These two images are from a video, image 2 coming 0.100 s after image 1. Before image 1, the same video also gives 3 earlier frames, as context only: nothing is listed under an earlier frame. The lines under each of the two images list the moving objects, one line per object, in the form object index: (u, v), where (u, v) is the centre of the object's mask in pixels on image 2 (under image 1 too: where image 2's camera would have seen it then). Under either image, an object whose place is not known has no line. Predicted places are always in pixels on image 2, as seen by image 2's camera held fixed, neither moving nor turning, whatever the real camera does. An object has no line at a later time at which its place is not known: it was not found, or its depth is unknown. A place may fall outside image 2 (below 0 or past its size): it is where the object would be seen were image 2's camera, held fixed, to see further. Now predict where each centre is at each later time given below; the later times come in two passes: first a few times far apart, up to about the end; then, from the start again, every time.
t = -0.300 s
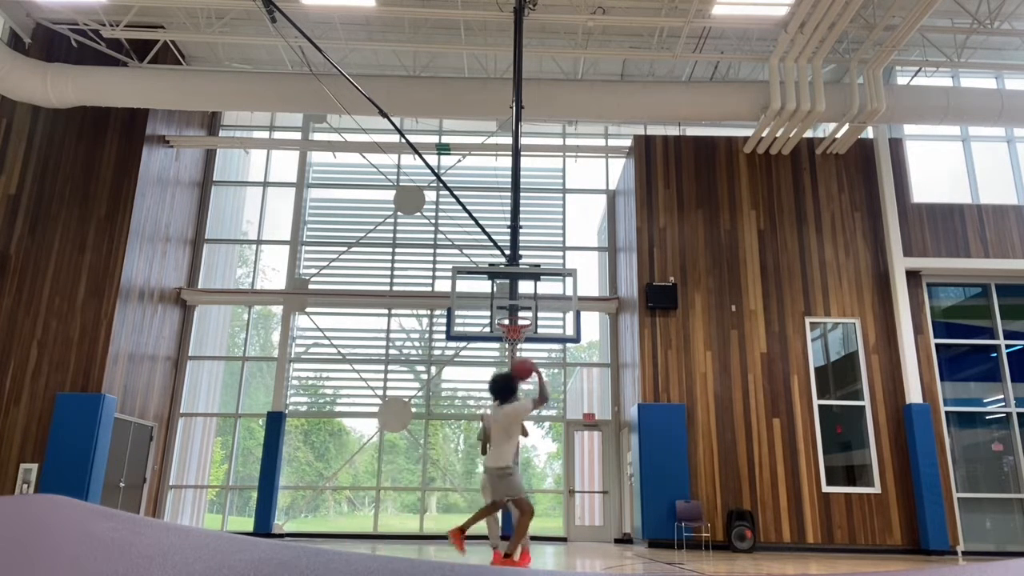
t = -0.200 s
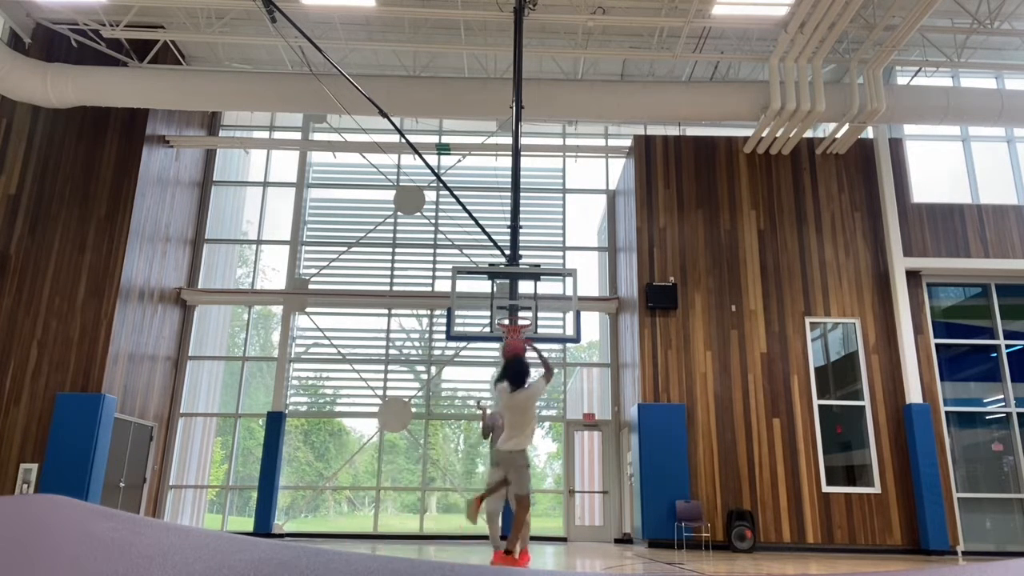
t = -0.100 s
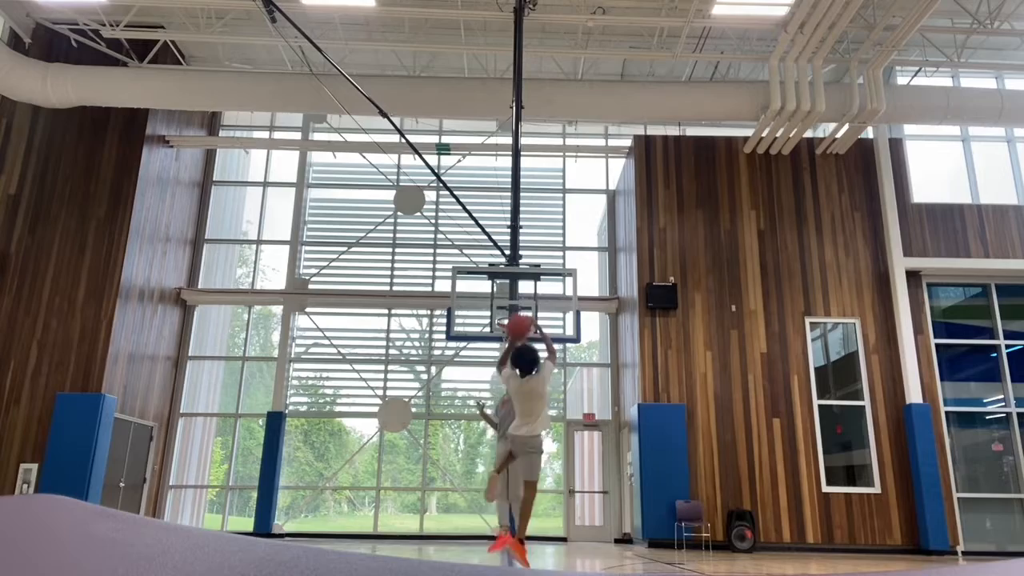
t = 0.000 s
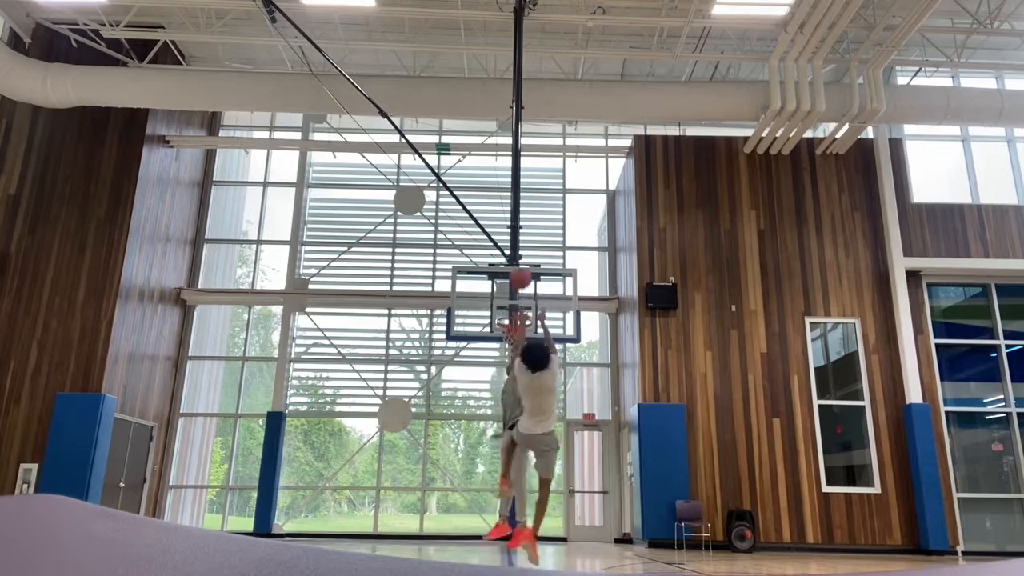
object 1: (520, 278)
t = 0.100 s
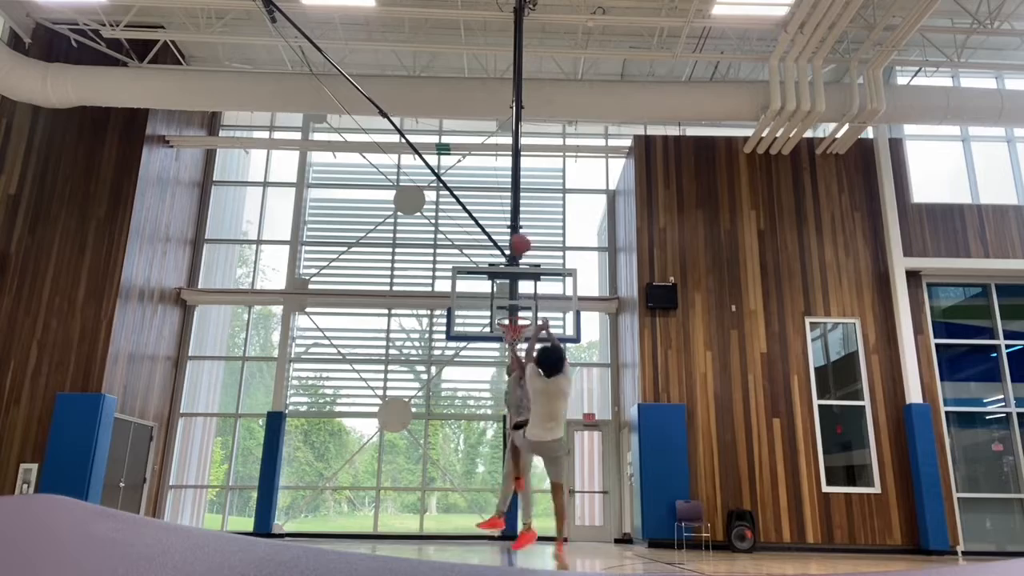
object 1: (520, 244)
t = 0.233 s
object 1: (519, 216)
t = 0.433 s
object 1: (517, 205)
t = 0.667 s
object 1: (516, 226)
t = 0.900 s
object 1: (513, 280)
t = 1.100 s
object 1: (512, 342)
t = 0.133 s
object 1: (519, 235)
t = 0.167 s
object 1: (520, 228)
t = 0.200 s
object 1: (519, 221)
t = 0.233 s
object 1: (519, 216)
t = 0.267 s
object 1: (518, 212)
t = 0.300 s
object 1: (518, 208)
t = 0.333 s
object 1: (518, 206)
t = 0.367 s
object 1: (518, 205)
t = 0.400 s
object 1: (517, 205)
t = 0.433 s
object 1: (517, 205)
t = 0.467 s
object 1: (517, 205)
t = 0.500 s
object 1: (517, 207)
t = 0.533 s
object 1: (517, 209)
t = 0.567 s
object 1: (516, 213)
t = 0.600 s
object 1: (516, 216)
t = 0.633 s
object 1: (516, 221)
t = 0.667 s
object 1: (516, 226)
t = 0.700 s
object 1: (515, 232)
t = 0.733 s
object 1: (515, 239)
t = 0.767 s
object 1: (514, 248)
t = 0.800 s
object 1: (514, 254)
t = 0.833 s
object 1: (514, 262)
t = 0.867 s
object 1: (514, 272)
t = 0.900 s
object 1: (513, 280)
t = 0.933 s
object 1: (513, 292)
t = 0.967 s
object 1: (513, 302)
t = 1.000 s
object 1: (512, 313)
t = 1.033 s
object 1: (512, 321)
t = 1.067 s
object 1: (513, 318)
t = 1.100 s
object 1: (512, 342)
